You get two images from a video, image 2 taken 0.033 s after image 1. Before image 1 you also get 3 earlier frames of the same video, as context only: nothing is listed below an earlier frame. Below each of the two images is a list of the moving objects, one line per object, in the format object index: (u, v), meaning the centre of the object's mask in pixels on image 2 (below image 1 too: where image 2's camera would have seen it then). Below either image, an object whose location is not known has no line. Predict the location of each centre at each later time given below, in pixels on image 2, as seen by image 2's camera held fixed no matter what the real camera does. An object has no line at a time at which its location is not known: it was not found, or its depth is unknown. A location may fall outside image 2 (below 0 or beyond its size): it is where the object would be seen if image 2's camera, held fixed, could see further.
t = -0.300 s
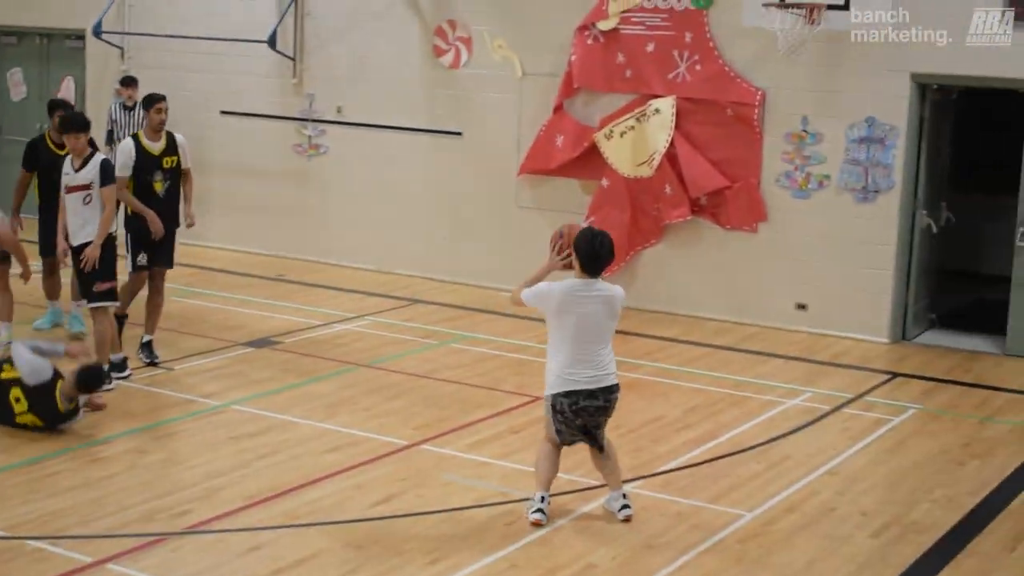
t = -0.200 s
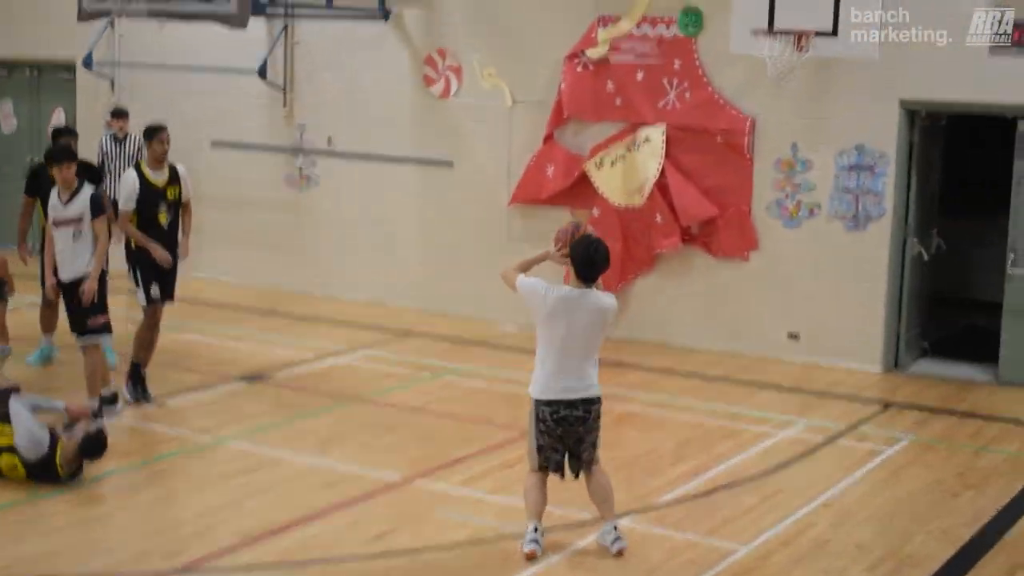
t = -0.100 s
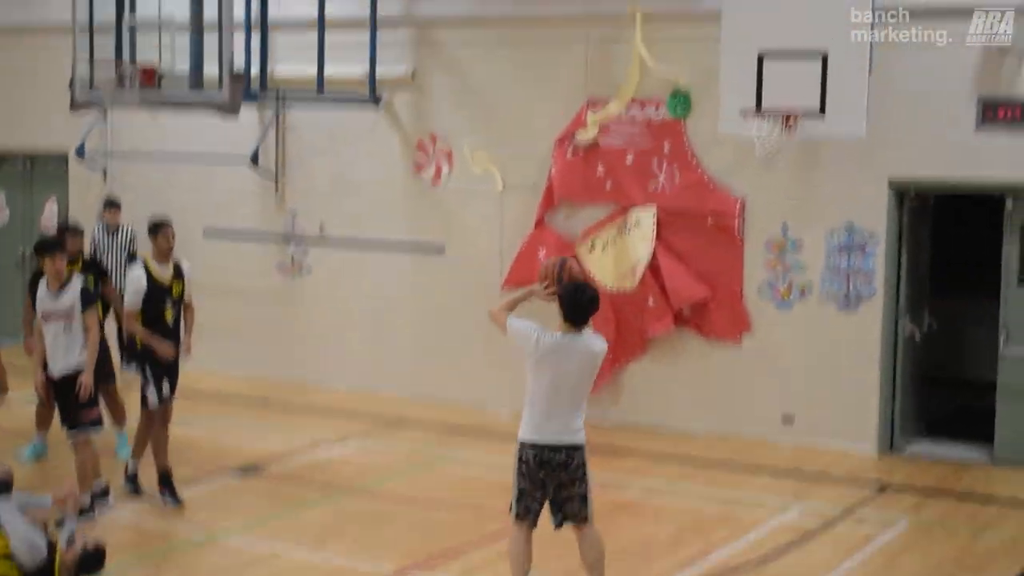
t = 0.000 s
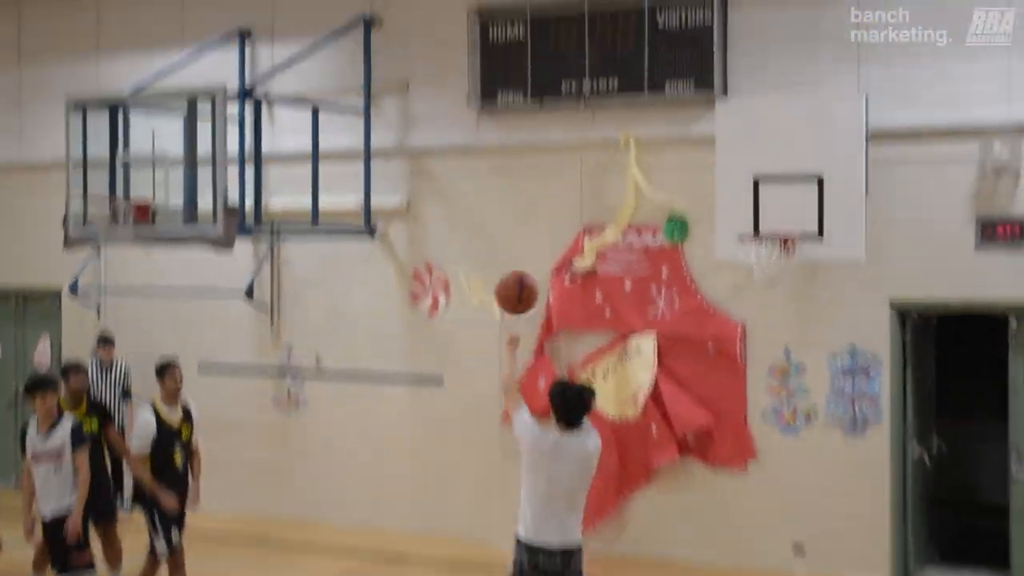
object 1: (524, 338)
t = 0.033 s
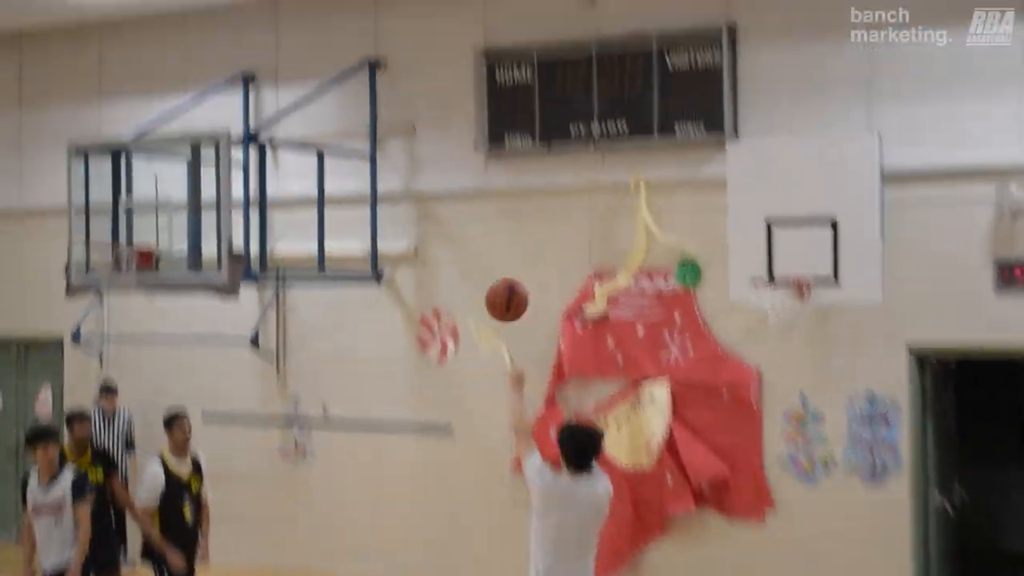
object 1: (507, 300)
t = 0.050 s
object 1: (497, 282)
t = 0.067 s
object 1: (488, 264)
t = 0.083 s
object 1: (479, 247)
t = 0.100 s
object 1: (469, 231)
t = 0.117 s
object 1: (461, 215)
